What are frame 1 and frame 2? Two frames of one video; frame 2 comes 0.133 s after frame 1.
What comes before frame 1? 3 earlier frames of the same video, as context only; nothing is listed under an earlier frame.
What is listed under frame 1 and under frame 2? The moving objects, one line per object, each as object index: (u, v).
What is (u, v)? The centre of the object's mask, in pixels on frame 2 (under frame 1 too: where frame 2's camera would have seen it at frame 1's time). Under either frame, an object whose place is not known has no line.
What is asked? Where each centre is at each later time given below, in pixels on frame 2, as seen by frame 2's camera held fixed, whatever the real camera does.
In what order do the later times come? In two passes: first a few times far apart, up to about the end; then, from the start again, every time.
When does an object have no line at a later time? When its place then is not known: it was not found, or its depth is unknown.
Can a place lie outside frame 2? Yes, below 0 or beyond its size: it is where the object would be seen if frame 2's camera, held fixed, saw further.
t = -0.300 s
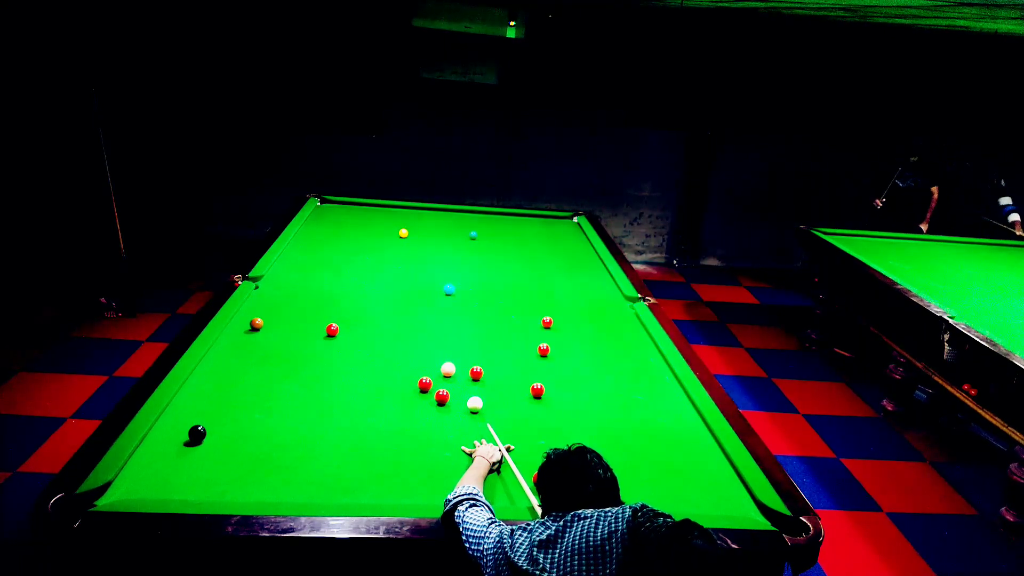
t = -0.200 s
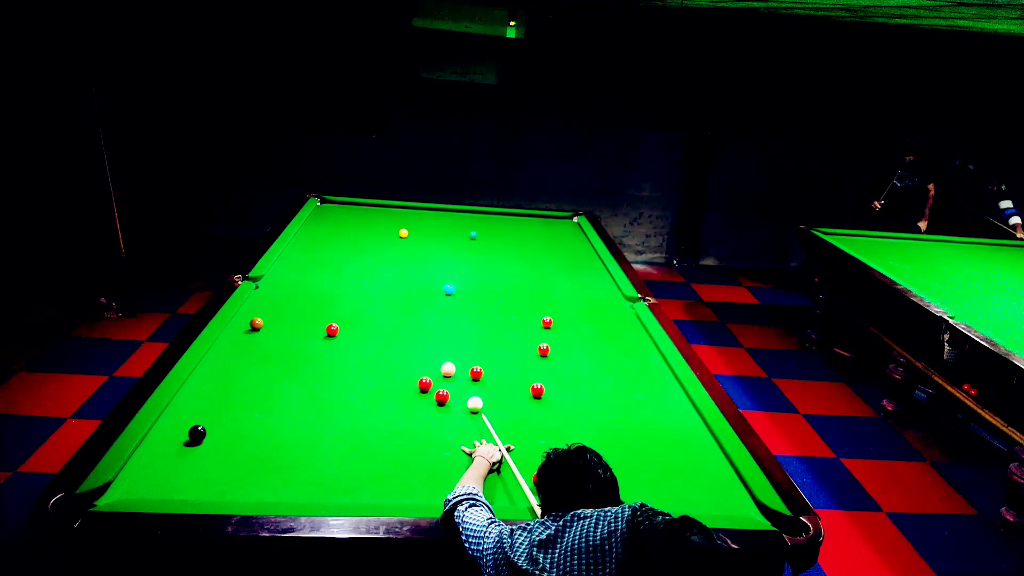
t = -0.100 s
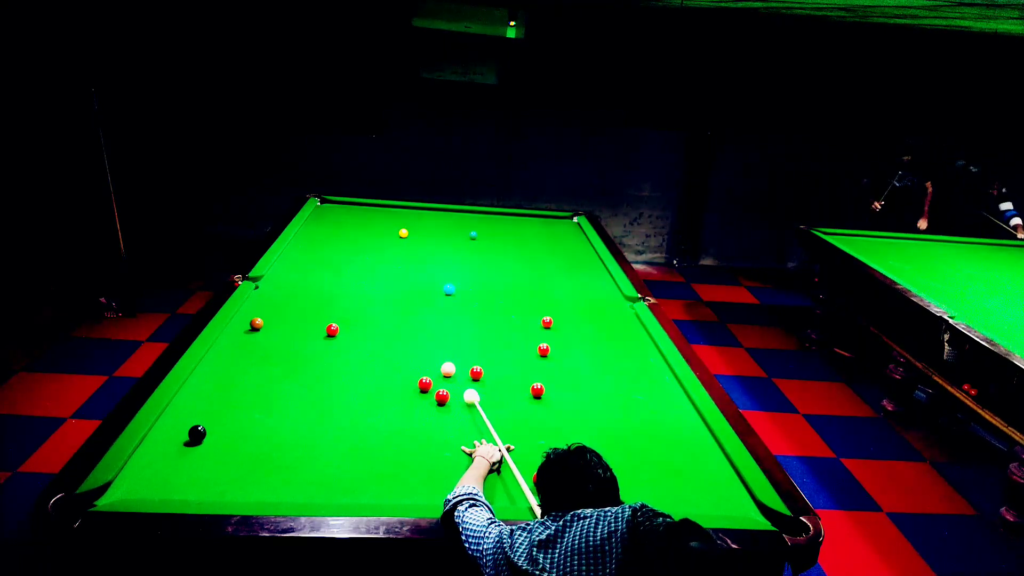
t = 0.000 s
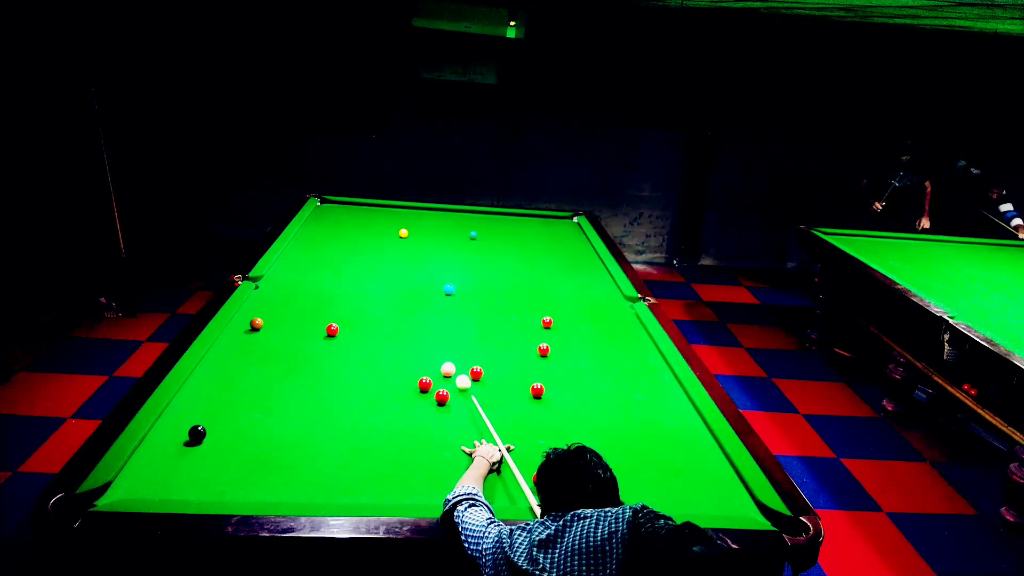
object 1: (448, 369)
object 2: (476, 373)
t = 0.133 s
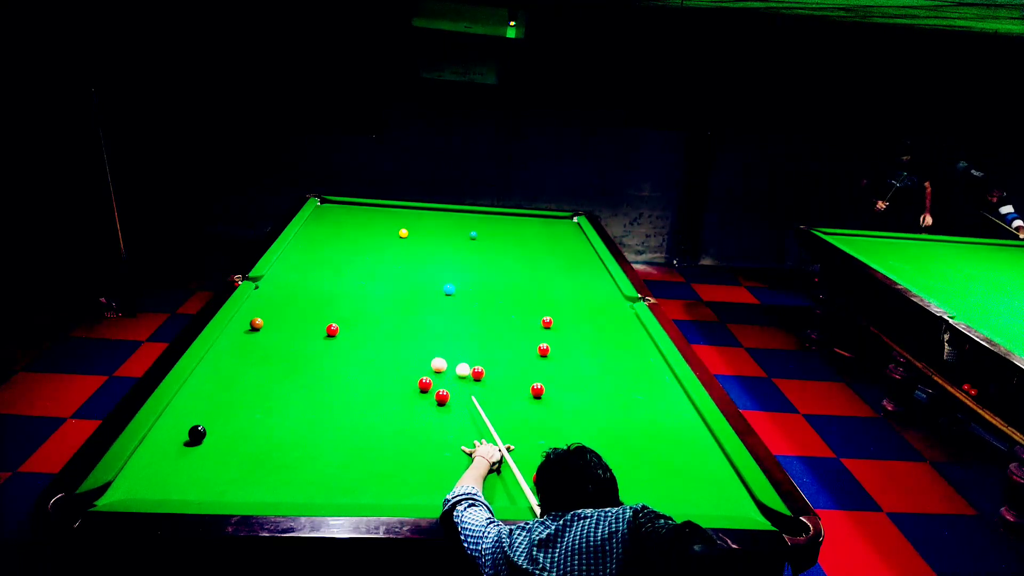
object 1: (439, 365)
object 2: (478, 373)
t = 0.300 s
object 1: (422, 357)
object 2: (486, 373)
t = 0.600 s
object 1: (393, 344)
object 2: (499, 374)
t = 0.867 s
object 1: (371, 334)
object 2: (508, 375)
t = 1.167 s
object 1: (348, 324)
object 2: (516, 375)
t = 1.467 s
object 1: (327, 315)
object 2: (521, 375)
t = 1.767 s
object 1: (308, 307)
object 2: (524, 375)
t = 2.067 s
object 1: (292, 301)
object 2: (524, 375)
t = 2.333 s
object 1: (279, 295)
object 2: (524, 375)
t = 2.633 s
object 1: (265, 290)
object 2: (524, 375)
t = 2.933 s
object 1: (266, 287)
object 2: (524, 375)
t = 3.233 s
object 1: (274, 285)
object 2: (524, 375)
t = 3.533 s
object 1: (279, 284)
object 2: (524, 375)
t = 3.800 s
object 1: (283, 283)
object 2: (524, 375)
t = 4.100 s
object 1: (285, 283)
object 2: (523, 375)
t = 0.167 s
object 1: (435, 363)
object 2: (480, 373)
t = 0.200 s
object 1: (432, 361)
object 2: (481, 373)
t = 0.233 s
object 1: (428, 360)
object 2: (483, 373)
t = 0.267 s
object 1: (425, 358)
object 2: (484, 373)
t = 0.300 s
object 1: (422, 357)
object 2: (486, 373)
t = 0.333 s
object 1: (418, 355)
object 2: (488, 374)
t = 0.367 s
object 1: (415, 354)
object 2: (489, 374)
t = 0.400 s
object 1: (412, 352)
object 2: (491, 374)
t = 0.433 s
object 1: (409, 351)
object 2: (492, 374)
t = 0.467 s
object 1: (406, 349)
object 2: (494, 374)
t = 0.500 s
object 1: (402, 348)
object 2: (495, 374)
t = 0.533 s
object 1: (400, 346)
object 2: (496, 374)
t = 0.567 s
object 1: (396, 345)
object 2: (498, 374)
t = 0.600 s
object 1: (393, 344)
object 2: (499, 374)
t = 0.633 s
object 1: (390, 342)
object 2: (501, 374)
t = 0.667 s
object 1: (388, 341)
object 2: (502, 374)
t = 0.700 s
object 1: (385, 340)
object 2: (503, 374)
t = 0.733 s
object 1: (382, 339)
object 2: (504, 375)
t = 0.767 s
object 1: (379, 337)
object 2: (505, 375)
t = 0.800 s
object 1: (376, 336)
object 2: (506, 375)
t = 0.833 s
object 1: (374, 335)
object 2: (507, 375)
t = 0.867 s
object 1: (371, 334)
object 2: (508, 375)
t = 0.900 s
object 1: (368, 332)
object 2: (509, 374)
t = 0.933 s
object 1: (366, 331)
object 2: (510, 375)
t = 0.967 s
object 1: (363, 330)
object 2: (511, 375)
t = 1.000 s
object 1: (360, 329)
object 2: (512, 375)
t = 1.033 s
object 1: (358, 328)
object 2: (513, 375)
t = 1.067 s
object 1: (355, 327)
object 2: (514, 375)
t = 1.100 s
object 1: (353, 326)
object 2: (515, 375)
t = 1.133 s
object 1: (350, 325)
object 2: (515, 375)
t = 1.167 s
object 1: (348, 324)
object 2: (516, 375)
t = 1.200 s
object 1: (345, 323)
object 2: (517, 375)
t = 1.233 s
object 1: (343, 322)
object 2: (517, 375)
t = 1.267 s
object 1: (341, 320)
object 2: (518, 375)
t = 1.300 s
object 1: (338, 319)
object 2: (519, 375)
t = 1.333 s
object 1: (336, 318)
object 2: (519, 375)
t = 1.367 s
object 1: (334, 317)
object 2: (520, 375)
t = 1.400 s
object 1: (331, 317)
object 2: (520, 375)
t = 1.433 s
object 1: (329, 316)
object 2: (521, 375)
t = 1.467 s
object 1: (327, 315)
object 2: (521, 375)
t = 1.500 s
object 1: (325, 314)
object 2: (522, 375)
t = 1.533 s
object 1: (322, 313)
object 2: (522, 375)
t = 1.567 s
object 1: (320, 312)
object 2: (522, 375)
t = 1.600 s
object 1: (318, 312)
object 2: (523, 375)
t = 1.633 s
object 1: (316, 311)
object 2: (523, 375)
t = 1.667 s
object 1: (314, 310)
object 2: (523, 375)
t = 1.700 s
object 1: (312, 309)
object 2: (524, 375)
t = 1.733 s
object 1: (310, 308)
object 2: (524, 375)
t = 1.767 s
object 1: (308, 307)
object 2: (524, 375)
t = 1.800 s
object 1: (306, 307)
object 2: (524, 375)
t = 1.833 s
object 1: (304, 306)
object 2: (524, 375)
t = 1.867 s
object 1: (302, 305)
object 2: (524, 375)
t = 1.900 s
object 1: (300, 304)
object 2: (524, 375)
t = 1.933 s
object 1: (299, 304)
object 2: (524, 375)
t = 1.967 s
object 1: (297, 303)
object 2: (524, 375)
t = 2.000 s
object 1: (295, 302)
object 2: (524, 375)
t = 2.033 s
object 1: (293, 302)
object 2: (524, 375)
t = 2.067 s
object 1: (292, 301)
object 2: (524, 375)
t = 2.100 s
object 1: (290, 300)
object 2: (524, 375)
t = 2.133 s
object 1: (288, 299)
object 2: (524, 375)
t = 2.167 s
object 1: (287, 299)
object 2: (524, 375)
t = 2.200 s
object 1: (285, 298)
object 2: (524, 375)
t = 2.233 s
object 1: (283, 297)
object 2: (524, 375)
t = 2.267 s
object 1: (282, 297)
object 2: (524, 375)
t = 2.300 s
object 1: (280, 296)
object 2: (524, 375)
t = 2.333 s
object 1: (279, 295)
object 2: (524, 375)
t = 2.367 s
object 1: (277, 295)
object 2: (524, 375)
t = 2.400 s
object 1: (275, 294)
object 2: (524, 375)
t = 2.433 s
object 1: (274, 294)
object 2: (524, 375)
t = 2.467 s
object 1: (273, 293)
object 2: (524, 375)
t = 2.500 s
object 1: (271, 292)
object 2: (524, 375)
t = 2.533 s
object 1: (270, 292)
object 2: (524, 375)
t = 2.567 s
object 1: (268, 291)
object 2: (524, 375)
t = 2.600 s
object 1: (267, 291)
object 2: (524, 375)
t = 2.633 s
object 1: (265, 290)
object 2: (524, 375)
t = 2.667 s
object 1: (264, 290)
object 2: (524, 375)
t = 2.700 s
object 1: (263, 289)
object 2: (524, 375)
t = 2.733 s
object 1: (261, 289)
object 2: (524, 375)
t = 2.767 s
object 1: (261, 288)
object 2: (524, 375)
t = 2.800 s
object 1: (262, 288)
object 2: (524, 375)
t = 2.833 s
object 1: (263, 288)
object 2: (524, 375)
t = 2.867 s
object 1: (264, 287)
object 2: (524, 375)
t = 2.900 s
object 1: (265, 287)
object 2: (524, 375)
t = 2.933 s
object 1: (266, 287)
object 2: (524, 375)
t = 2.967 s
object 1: (267, 287)
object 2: (524, 375)
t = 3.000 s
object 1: (268, 287)
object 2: (524, 375)
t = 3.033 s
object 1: (269, 286)
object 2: (524, 375)
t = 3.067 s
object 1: (270, 286)
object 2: (524, 375)
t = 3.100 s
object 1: (271, 286)
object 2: (524, 375)
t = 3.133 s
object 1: (272, 286)
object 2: (524, 375)
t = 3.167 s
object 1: (272, 286)
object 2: (524, 375)
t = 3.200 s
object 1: (273, 285)
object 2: (524, 375)
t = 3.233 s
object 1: (274, 285)
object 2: (524, 375)
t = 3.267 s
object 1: (274, 285)
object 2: (524, 375)
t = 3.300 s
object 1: (275, 285)
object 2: (524, 375)
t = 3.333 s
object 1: (276, 285)
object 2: (524, 375)
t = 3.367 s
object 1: (276, 285)
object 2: (524, 375)
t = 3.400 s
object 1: (277, 284)
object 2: (524, 375)
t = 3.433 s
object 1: (278, 284)
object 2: (524, 375)
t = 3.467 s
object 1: (278, 284)
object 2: (524, 375)
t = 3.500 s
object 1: (279, 284)
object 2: (524, 375)
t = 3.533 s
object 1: (279, 284)
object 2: (524, 375)
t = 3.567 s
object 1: (280, 284)
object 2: (524, 375)
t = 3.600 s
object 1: (280, 284)
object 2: (524, 375)
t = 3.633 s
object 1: (281, 283)
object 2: (524, 375)
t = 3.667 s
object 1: (281, 283)
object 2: (524, 375)
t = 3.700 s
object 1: (282, 283)
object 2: (524, 375)
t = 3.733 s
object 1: (282, 283)
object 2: (524, 375)
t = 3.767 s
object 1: (283, 283)
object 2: (524, 375)
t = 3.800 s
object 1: (283, 283)
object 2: (524, 375)
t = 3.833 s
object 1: (283, 283)
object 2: (524, 375)
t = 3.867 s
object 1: (283, 283)
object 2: (524, 375)
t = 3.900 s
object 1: (284, 283)
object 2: (523, 375)
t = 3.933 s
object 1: (284, 283)
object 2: (524, 375)
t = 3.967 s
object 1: (284, 283)
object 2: (524, 375)
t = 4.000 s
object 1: (285, 283)
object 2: (523, 375)
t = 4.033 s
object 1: (285, 283)
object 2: (523, 375)
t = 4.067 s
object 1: (285, 282)
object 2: (523, 375)
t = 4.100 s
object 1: (285, 283)
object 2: (523, 375)
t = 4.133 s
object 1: (285, 283)
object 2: (522, 374)
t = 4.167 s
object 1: (286, 282)
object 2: (521, 374)
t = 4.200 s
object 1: (286, 283)
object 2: (520, 373)
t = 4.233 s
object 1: (285, 283)
